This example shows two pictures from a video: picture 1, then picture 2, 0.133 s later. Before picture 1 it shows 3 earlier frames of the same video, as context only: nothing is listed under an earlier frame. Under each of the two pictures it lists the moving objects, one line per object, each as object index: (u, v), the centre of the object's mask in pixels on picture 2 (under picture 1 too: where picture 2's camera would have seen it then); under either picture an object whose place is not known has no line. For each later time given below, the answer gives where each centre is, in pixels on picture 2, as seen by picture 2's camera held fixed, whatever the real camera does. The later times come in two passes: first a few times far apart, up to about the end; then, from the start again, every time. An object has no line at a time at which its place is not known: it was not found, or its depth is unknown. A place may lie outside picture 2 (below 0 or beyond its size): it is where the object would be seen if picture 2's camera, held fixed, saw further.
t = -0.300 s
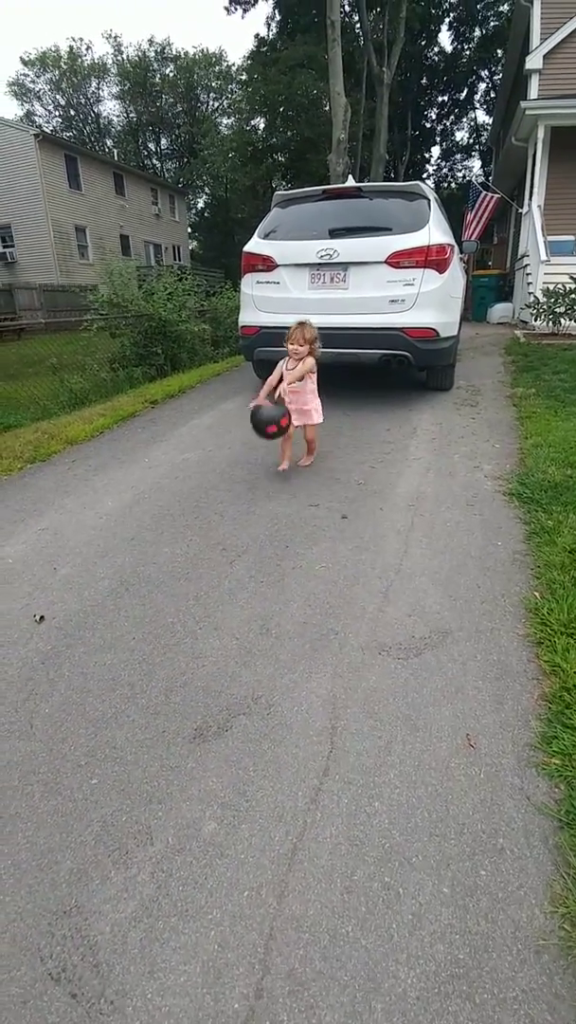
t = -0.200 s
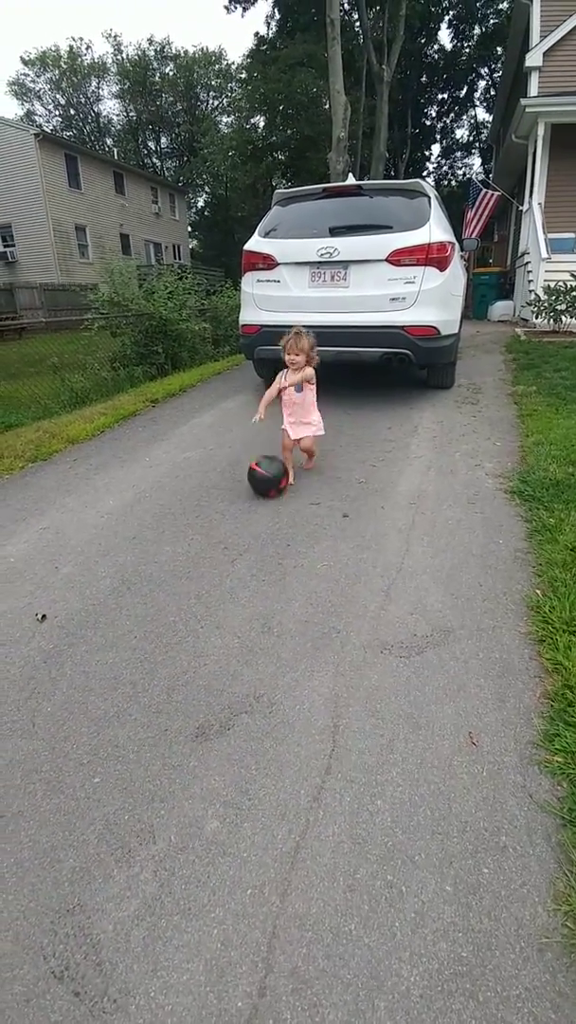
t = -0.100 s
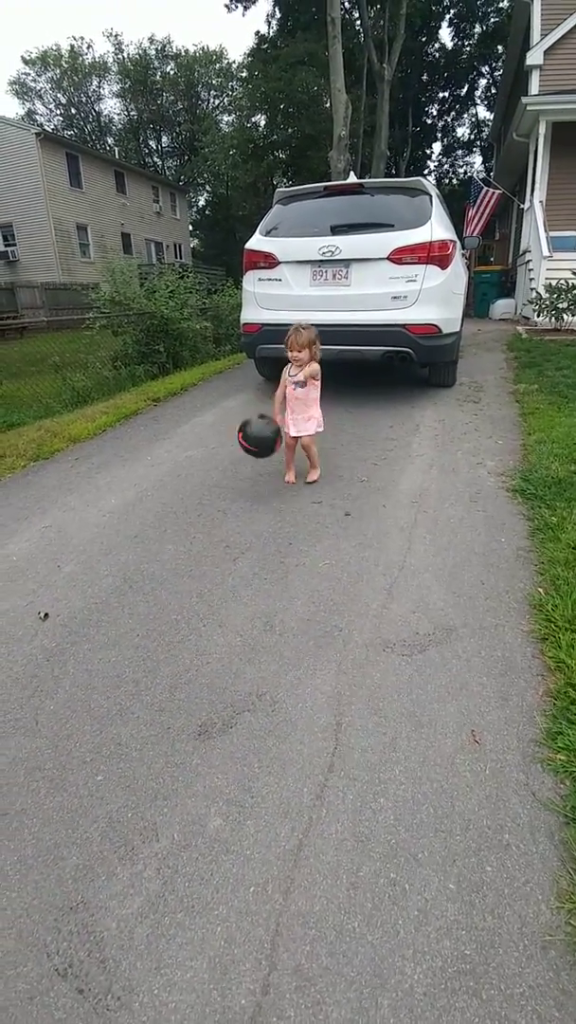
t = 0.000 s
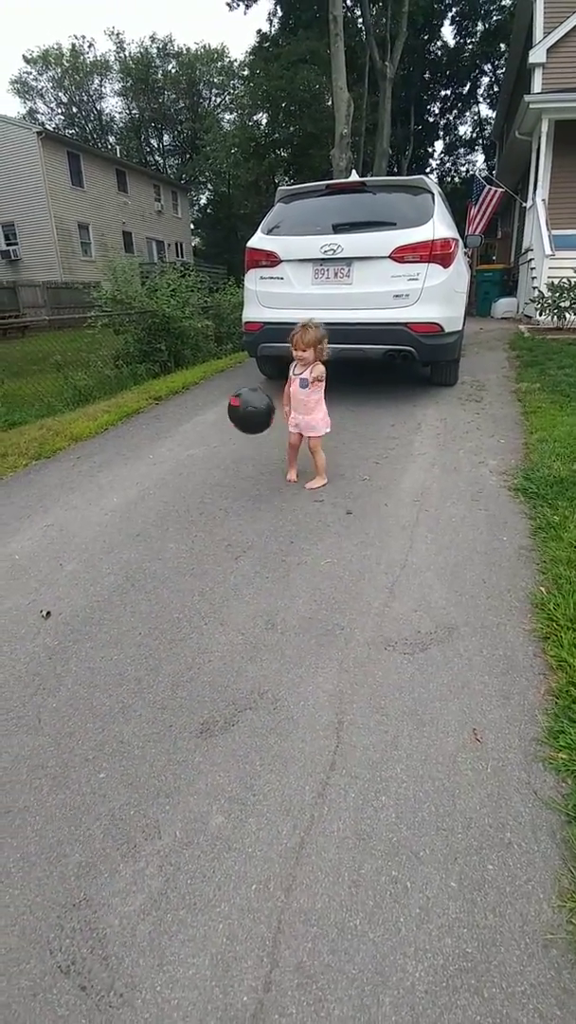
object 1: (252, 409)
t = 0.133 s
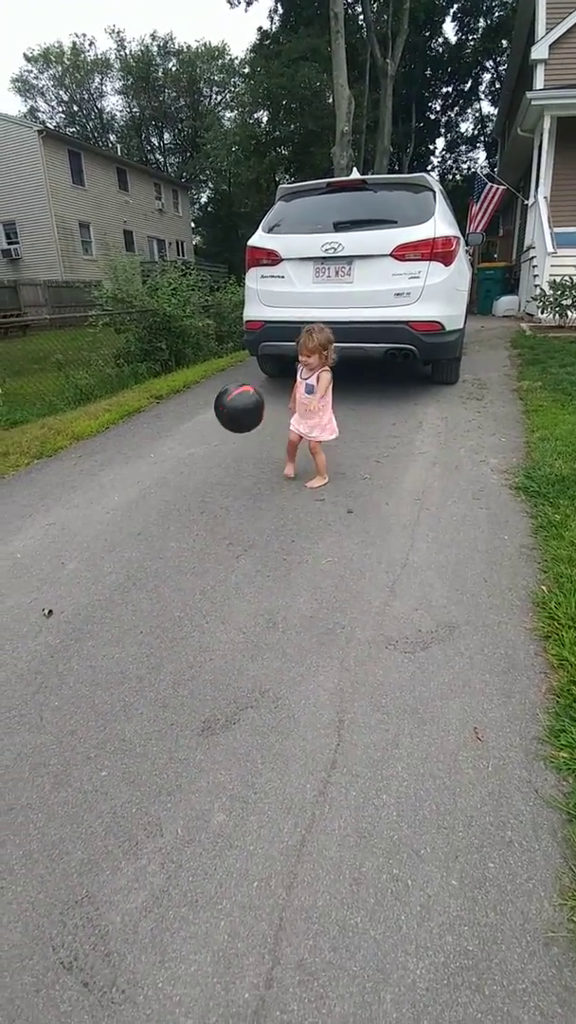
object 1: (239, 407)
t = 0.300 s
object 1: (226, 463)
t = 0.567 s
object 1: (187, 506)
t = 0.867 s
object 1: (116, 612)
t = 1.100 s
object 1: (20, 710)
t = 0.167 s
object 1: (236, 413)
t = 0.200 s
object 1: (233, 422)
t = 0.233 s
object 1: (231, 433)
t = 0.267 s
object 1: (229, 447)
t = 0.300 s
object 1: (226, 463)
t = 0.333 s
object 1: (225, 483)
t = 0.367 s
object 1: (223, 505)
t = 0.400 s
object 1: (221, 529)
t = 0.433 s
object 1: (217, 538)
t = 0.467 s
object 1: (210, 527)
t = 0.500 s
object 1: (202, 518)
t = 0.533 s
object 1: (195, 511)
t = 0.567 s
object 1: (187, 506)
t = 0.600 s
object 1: (178, 504)
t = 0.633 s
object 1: (170, 505)
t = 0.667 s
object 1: (162, 509)
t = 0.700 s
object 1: (153, 517)
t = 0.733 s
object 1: (145, 528)
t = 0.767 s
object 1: (137, 543)
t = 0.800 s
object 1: (130, 562)
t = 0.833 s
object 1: (122, 585)
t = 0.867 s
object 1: (116, 612)
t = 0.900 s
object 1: (109, 644)
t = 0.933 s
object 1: (104, 678)
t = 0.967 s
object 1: (89, 689)
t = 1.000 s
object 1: (68, 689)
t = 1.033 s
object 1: (46, 693)
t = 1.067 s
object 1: (31, 700)
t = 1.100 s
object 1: (20, 710)
